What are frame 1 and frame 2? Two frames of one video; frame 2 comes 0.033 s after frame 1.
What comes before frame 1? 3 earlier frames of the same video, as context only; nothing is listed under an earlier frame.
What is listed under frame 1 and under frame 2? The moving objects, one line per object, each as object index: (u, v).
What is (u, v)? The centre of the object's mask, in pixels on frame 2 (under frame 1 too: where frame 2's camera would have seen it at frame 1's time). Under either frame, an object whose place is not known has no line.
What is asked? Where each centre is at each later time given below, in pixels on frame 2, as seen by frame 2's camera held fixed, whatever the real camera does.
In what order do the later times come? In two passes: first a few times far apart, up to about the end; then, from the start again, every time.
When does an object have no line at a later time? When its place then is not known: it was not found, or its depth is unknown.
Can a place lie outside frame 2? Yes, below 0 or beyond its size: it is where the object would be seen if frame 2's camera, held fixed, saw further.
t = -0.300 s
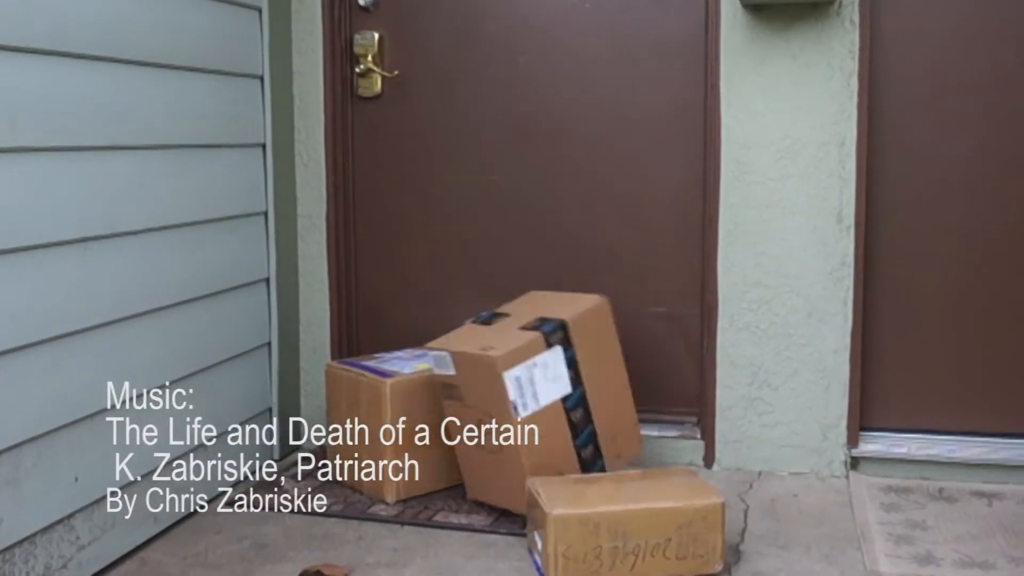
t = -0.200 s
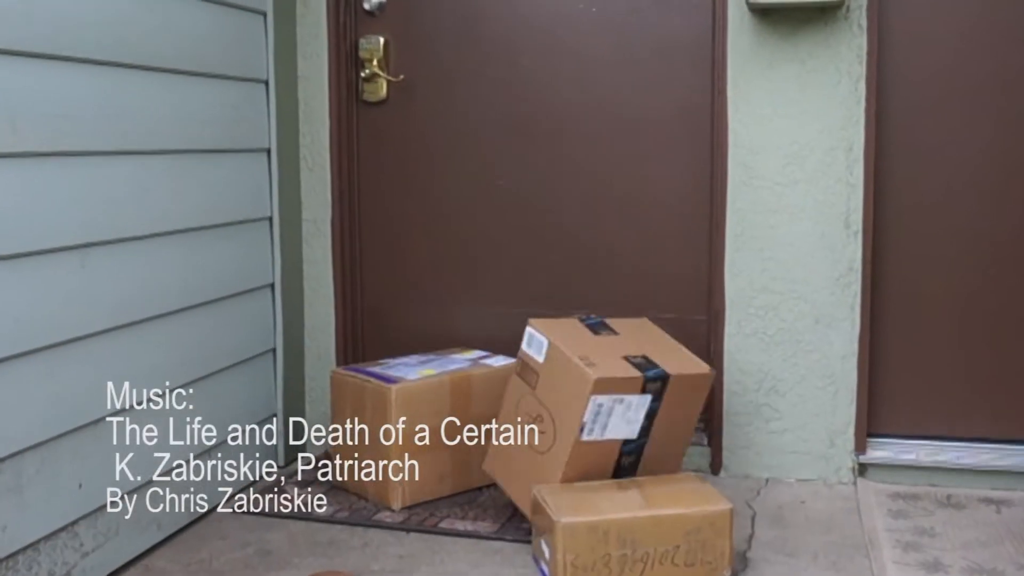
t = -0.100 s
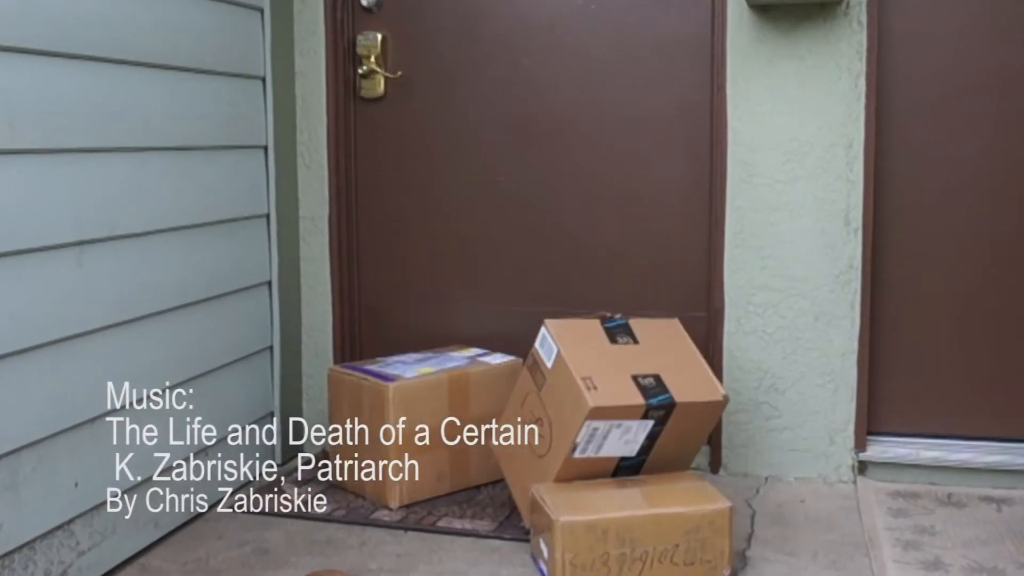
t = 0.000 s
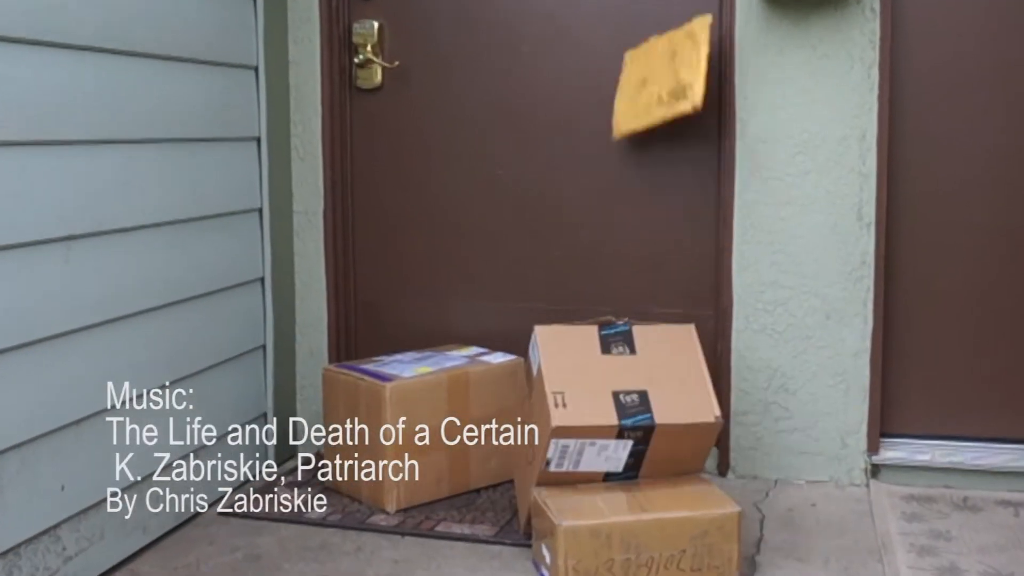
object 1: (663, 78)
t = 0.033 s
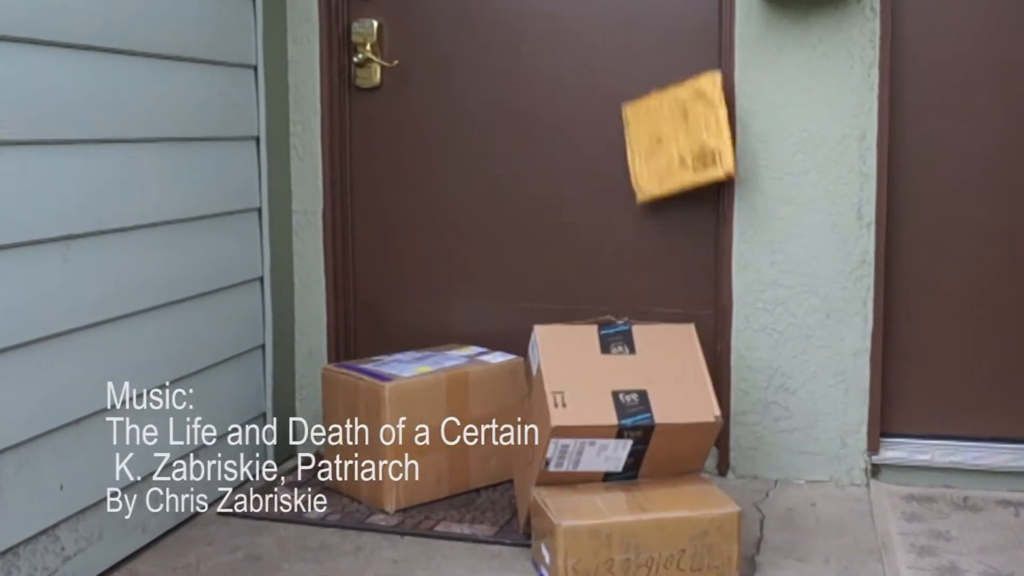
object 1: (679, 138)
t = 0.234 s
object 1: (782, 429)
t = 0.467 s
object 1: (790, 511)
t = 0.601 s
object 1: (788, 515)
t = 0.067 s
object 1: (692, 216)
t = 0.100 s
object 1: (712, 304)
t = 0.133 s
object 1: (736, 360)
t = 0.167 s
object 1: (754, 434)
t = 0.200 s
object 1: (767, 422)
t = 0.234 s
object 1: (782, 429)
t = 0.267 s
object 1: (788, 431)
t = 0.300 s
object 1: (793, 434)
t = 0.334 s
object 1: (794, 443)
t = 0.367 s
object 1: (789, 458)
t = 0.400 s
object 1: (786, 468)
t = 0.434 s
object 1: (786, 487)
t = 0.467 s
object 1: (790, 511)
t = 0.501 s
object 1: (788, 515)
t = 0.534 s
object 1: (789, 515)
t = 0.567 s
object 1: (789, 515)
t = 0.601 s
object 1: (788, 515)
